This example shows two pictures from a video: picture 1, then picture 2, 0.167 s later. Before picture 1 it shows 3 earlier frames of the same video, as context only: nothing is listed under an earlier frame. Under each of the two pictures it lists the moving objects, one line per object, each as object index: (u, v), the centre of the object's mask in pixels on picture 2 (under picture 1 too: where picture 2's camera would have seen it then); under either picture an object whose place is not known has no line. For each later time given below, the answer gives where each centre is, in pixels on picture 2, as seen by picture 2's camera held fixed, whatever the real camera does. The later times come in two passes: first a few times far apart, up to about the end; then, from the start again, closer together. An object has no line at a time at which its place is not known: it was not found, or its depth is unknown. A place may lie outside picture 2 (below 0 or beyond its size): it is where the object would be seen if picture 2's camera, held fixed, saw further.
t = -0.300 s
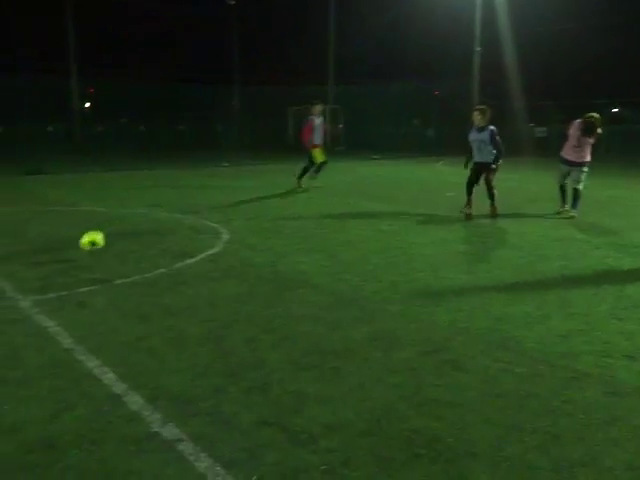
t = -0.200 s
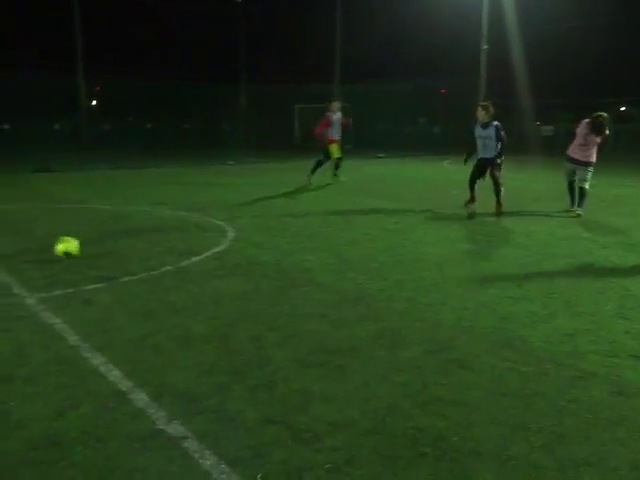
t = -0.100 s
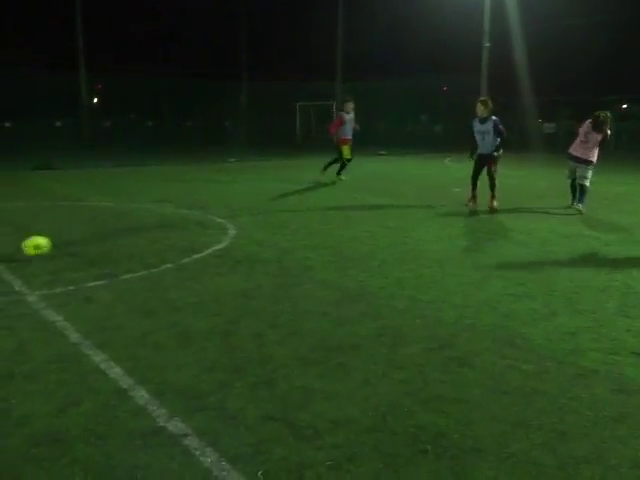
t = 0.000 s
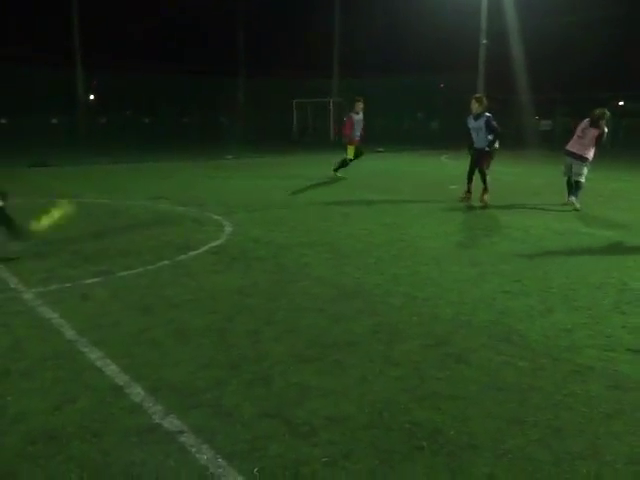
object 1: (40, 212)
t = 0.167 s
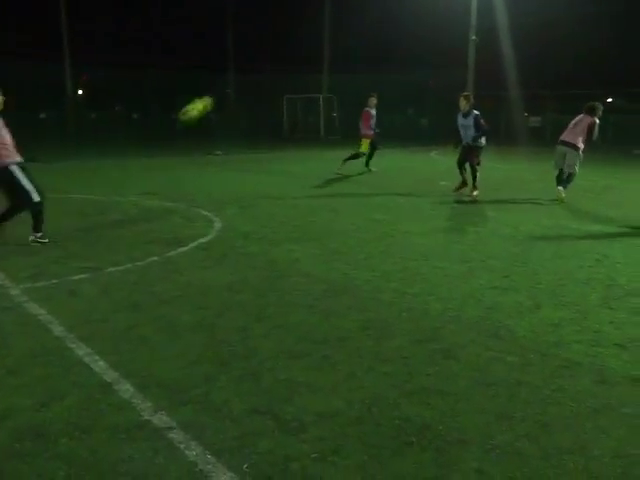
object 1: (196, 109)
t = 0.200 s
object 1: (221, 94)
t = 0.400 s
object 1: (332, 38)
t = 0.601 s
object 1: (404, 21)
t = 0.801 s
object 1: (454, 24)
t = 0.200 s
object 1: (221, 94)
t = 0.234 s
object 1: (243, 82)
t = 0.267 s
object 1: (263, 71)
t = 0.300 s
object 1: (283, 60)
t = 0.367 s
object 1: (317, 45)
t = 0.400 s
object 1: (332, 38)
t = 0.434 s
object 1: (347, 33)
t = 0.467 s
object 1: (360, 29)
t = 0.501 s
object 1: (372, 26)
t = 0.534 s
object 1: (384, 24)
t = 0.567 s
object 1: (394, 22)
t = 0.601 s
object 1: (404, 21)
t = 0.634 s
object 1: (415, 20)
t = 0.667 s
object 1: (423, 20)
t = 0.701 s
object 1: (432, 21)
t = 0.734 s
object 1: (440, 22)
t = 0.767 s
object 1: (447, 23)
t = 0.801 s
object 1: (454, 24)
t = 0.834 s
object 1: (461, 27)
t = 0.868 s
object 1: (467, 29)
